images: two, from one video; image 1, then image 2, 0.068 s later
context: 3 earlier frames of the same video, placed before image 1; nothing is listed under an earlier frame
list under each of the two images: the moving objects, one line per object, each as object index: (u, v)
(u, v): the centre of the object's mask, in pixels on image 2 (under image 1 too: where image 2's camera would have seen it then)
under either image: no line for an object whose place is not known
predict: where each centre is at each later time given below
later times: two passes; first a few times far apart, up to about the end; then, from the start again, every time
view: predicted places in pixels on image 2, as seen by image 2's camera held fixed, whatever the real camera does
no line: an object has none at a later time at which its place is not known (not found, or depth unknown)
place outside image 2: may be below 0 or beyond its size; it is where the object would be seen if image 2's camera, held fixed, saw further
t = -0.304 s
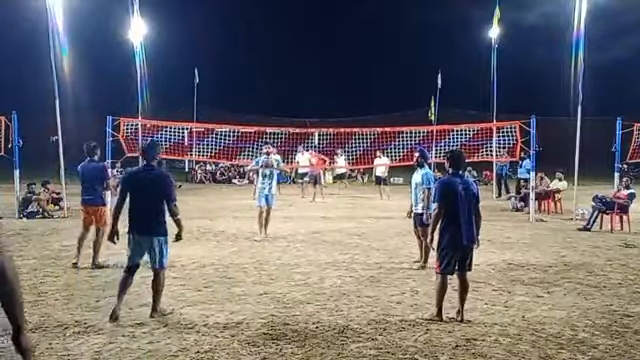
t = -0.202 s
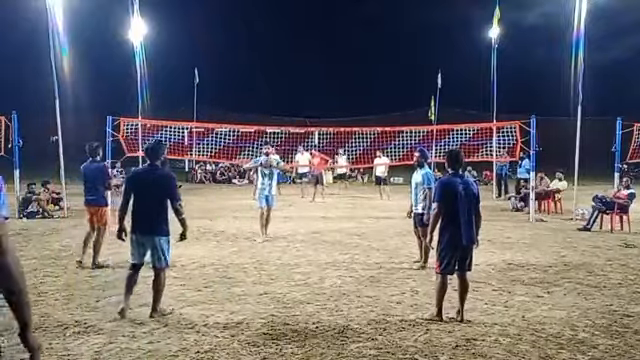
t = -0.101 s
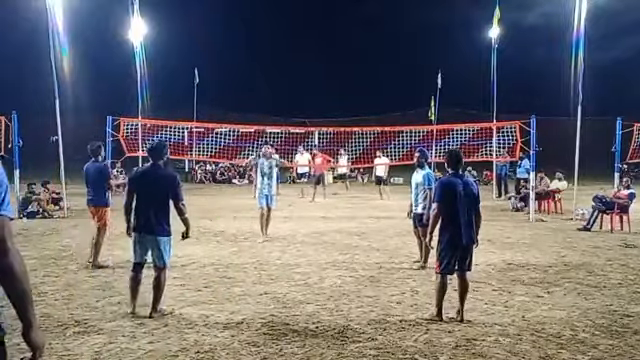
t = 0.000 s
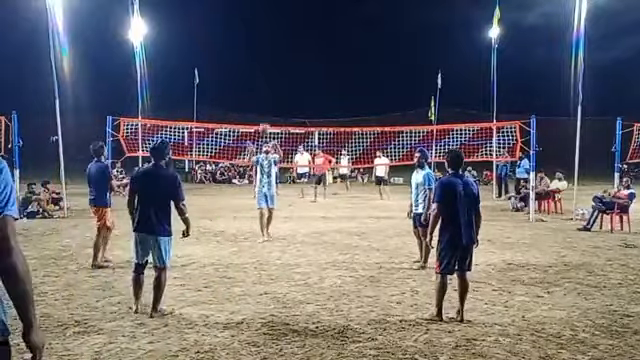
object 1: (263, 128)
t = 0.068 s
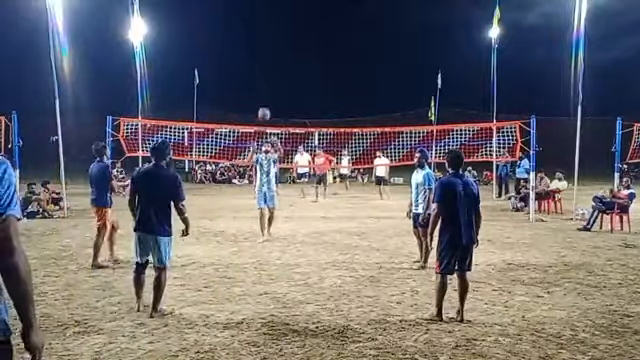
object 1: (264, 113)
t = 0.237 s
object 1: (263, 84)
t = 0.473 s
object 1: (262, 68)
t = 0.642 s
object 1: (261, 88)
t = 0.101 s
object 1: (264, 107)
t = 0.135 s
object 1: (263, 101)
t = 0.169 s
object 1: (264, 94)
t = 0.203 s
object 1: (263, 89)
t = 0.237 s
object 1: (263, 84)
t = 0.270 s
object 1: (263, 80)
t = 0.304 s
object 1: (263, 76)
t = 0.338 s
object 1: (263, 73)
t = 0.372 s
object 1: (263, 70)
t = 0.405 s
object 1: (263, 68)
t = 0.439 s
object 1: (262, 68)
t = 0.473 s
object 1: (262, 68)
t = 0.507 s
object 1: (262, 69)
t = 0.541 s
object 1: (262, 72)
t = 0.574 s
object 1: (262, 75)
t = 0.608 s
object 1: (261, 81)
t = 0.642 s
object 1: (261, 88)
